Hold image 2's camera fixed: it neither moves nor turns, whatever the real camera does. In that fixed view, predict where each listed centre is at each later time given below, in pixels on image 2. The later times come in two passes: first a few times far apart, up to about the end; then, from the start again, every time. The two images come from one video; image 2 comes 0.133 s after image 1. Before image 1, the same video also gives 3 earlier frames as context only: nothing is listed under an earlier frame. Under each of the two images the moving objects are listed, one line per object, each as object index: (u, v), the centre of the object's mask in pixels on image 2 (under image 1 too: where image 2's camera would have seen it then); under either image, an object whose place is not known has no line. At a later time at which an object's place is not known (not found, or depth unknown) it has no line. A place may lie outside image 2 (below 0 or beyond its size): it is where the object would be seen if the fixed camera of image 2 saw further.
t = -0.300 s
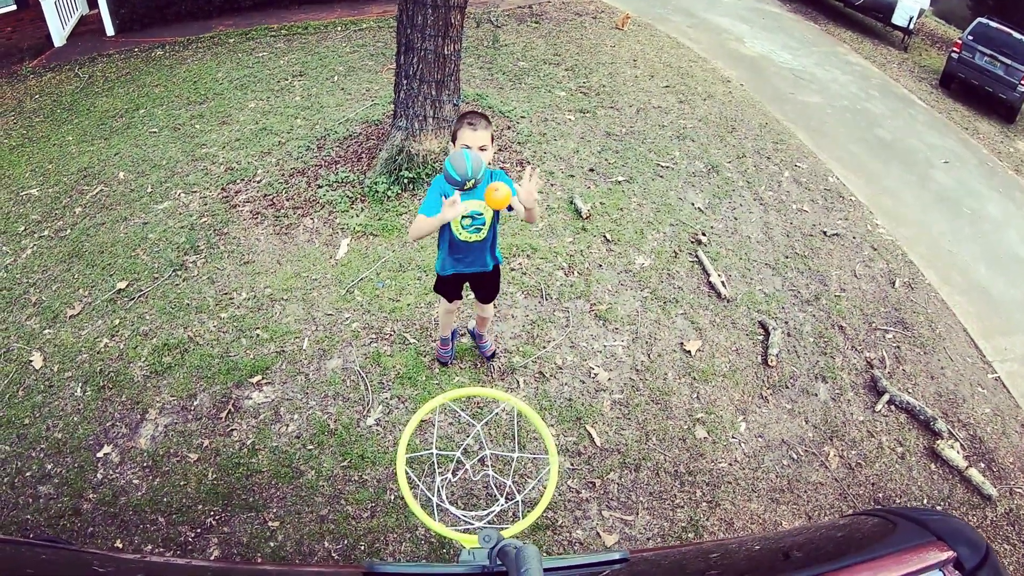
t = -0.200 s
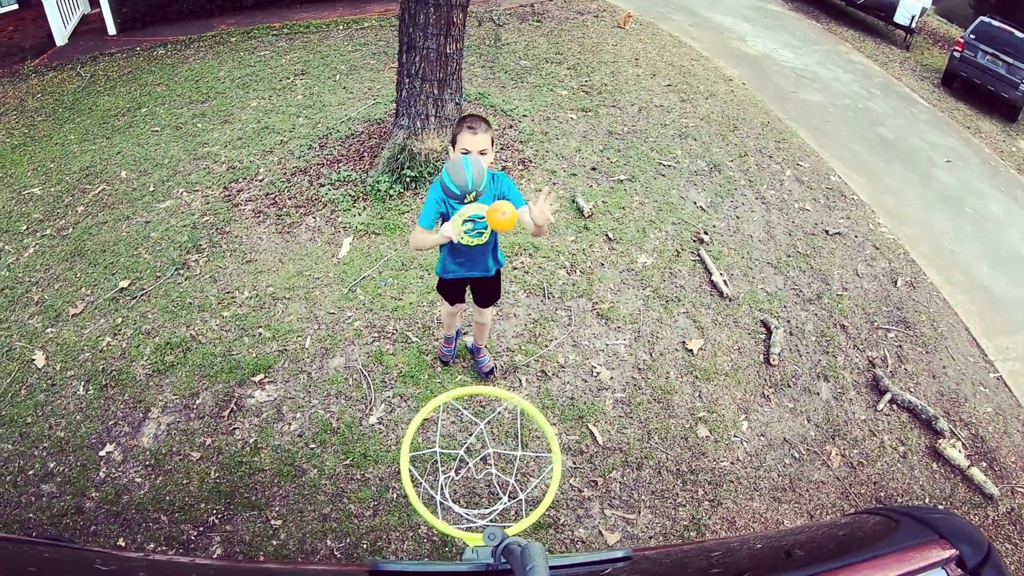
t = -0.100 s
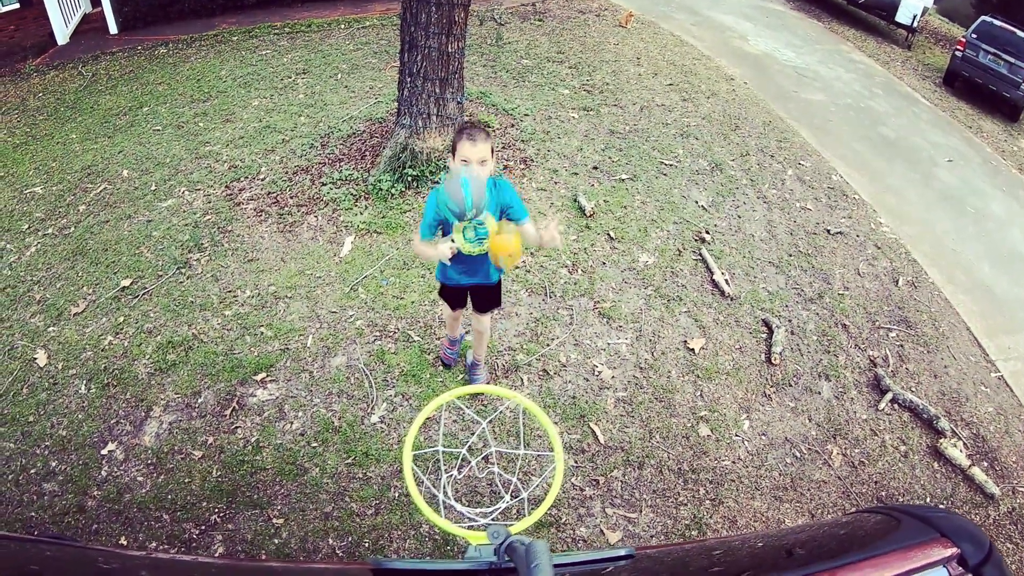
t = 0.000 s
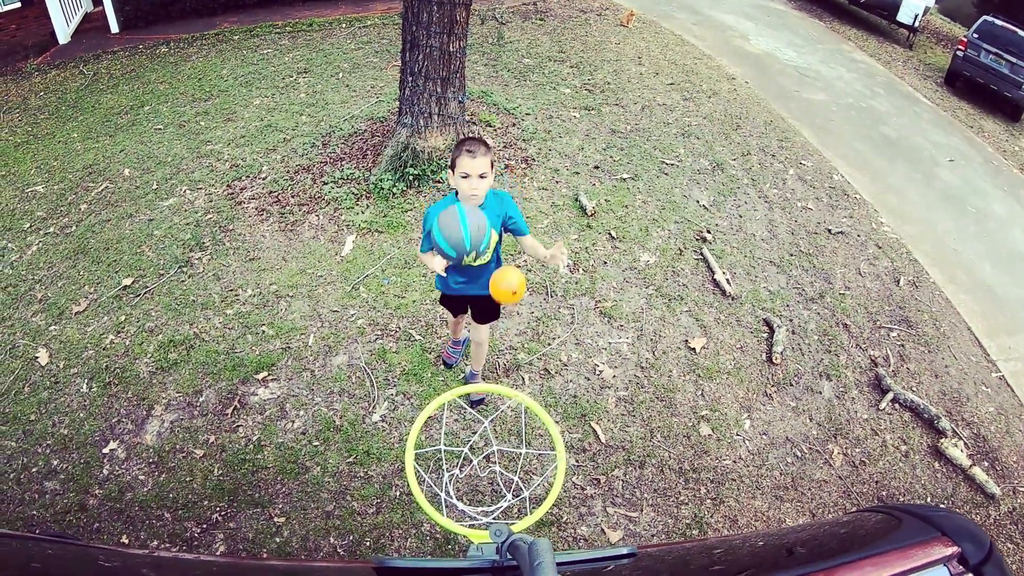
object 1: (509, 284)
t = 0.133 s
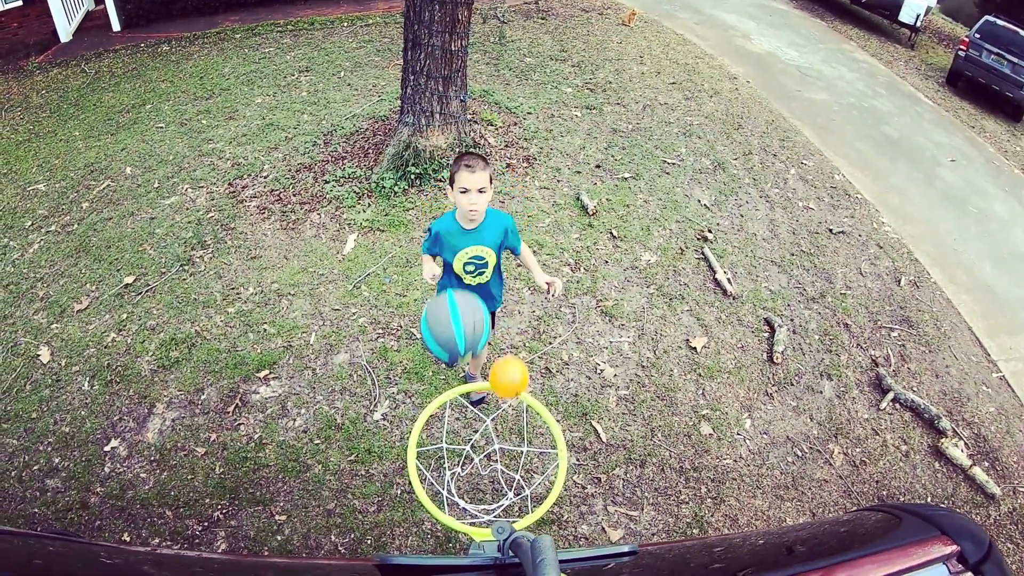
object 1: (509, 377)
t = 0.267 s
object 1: (507, 497)
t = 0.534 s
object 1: (471, 492)
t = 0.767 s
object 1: (441, 479)
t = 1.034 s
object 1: (438, 481)
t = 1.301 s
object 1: (448, 490)
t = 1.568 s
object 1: (458, 511)
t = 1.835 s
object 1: (460, 545)
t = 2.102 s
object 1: (470, 547)
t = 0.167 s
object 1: (508, 406)
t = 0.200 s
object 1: (507, 423)
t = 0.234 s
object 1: (507, 467)
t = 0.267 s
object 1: (507, 497)
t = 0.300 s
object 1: (506, 498)
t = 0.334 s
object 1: (503, 504)
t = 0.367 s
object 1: (499, 500)
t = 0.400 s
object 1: (495, 497)
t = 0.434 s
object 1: (491, 495)
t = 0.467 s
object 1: (484, 494)
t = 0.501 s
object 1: (479, 493)
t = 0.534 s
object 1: (471, 492)
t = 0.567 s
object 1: (462, 490)
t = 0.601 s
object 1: (453, 488)
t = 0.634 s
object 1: (448, 486)
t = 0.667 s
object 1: (446, 484)
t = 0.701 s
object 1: (444, 481)
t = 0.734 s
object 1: (442, 479)
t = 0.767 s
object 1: (441, 479)
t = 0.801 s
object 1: (440, 479)
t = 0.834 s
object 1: (439, 480)
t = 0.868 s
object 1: (438, 480)
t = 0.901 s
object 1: (437, 481)
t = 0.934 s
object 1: (436, 482)
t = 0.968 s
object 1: (437, 482)
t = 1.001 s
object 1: (437, 482)
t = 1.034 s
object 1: (438, 481)
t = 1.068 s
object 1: (439, 481)
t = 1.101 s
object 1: (440, 480)
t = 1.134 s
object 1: (441, 481)
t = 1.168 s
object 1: (443, 483)
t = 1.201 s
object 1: (444, 484)
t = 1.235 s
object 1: (446, 485)
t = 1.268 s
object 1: (448, 488)
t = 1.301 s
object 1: (448, 490)
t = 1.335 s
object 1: (450, 492)
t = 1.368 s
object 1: (452, 495)
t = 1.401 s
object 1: (453, 499)
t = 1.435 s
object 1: (454, 502)
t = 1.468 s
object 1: (455, 504)
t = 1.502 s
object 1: (455, 506)
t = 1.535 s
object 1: (456, 509)
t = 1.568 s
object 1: (458, 511)
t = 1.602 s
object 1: (460, 514)
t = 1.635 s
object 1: (459, 519)
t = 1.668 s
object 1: (455, 532)
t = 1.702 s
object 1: (458, 534)
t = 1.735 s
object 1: (459, 537)
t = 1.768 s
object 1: (459, 539)
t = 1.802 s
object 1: (460, 542)
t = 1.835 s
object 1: (460, 545)
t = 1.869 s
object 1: (461, 547)
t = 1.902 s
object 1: (462, 549)
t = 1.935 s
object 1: (462, 551)
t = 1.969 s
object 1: (463, 552)
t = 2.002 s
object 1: (464, 551)
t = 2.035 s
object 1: (466, 550)
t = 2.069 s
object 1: (468, 549)
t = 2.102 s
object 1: (470, 547)
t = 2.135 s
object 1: (471, 546)
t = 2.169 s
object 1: (472, 547)
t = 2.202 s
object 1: (472, 548)
